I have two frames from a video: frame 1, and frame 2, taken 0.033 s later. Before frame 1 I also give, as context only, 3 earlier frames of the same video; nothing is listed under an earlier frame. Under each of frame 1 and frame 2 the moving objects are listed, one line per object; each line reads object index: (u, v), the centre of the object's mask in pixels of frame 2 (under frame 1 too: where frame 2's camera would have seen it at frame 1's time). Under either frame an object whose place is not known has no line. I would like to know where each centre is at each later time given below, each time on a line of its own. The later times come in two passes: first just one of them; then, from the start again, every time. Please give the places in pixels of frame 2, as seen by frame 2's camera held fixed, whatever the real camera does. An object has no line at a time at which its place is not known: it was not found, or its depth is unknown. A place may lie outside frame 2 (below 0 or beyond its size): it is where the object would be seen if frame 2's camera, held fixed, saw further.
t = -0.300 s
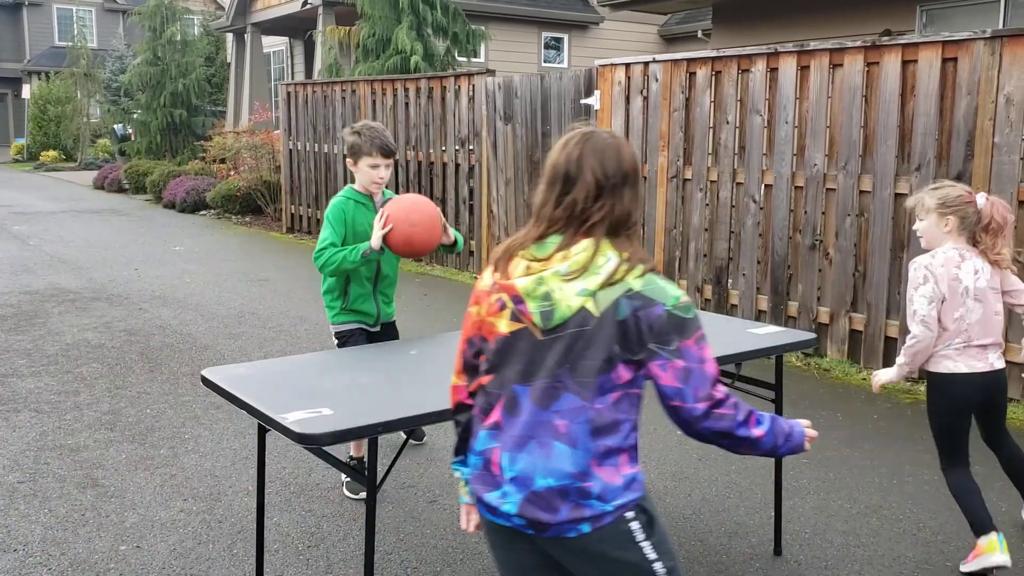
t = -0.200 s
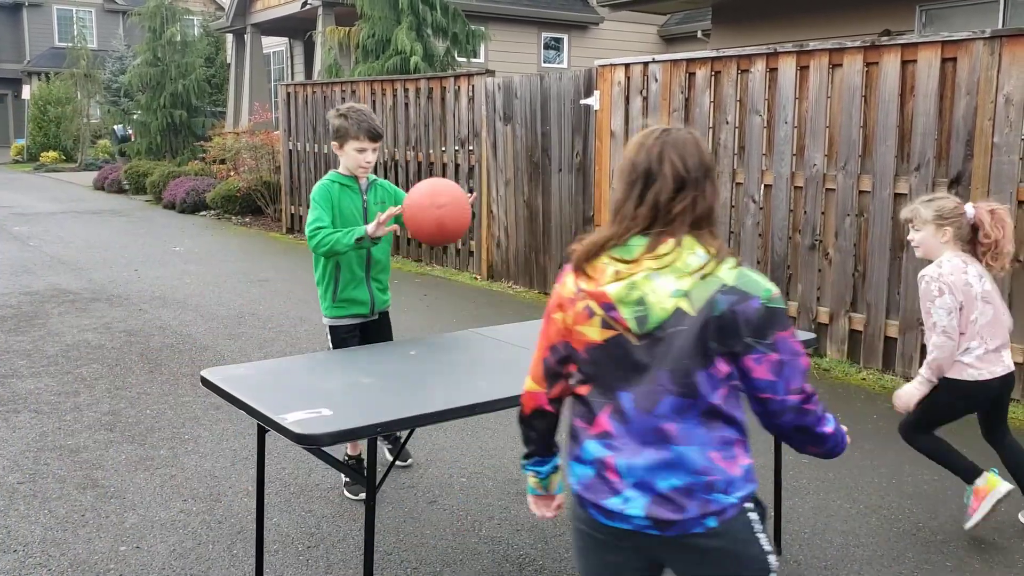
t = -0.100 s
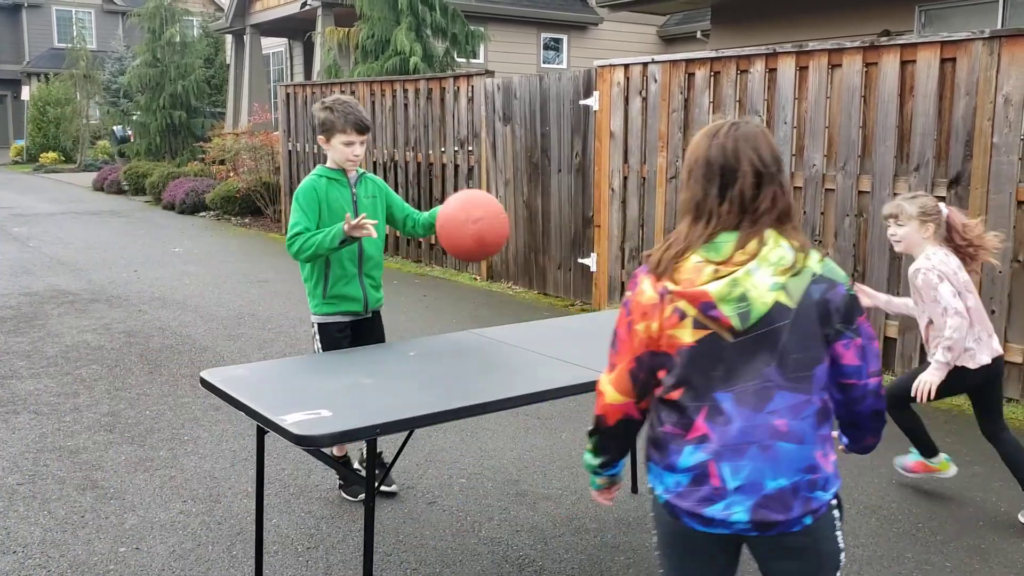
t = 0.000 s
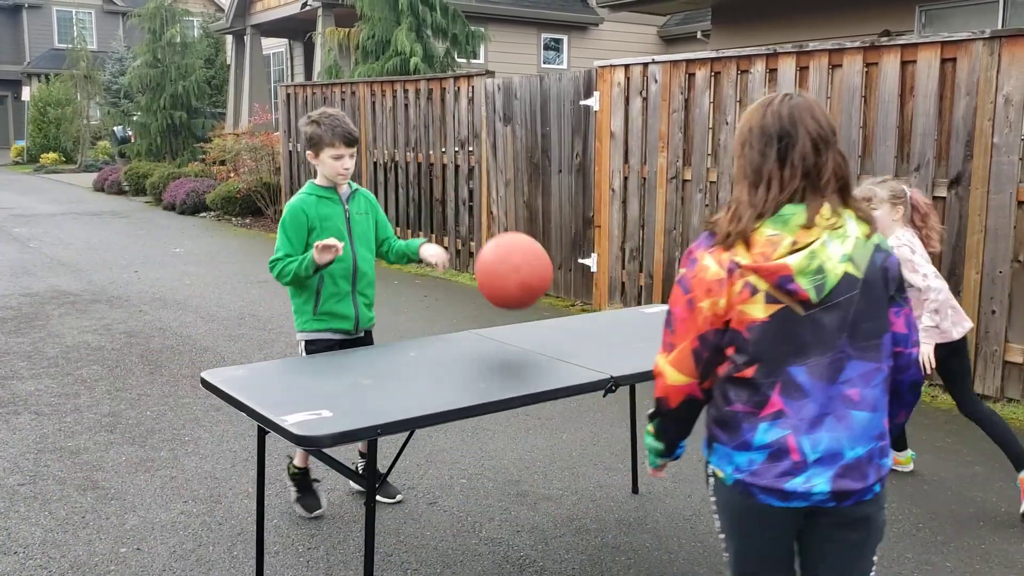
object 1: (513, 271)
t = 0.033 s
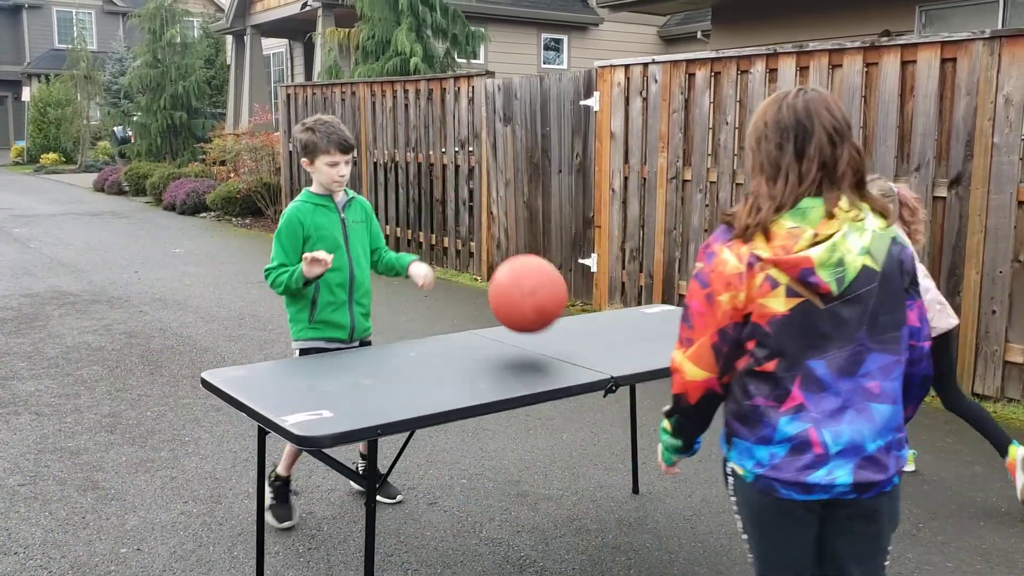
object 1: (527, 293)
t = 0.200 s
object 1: (576, 293)
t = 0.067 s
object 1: (541, 321)
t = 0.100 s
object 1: (551, 321)
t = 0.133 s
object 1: (559, 308)
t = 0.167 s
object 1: (567, 300)
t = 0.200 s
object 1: (576, 293)
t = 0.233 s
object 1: (585, 290)
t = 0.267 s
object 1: (594, 290)
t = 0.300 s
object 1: (603, 294)
